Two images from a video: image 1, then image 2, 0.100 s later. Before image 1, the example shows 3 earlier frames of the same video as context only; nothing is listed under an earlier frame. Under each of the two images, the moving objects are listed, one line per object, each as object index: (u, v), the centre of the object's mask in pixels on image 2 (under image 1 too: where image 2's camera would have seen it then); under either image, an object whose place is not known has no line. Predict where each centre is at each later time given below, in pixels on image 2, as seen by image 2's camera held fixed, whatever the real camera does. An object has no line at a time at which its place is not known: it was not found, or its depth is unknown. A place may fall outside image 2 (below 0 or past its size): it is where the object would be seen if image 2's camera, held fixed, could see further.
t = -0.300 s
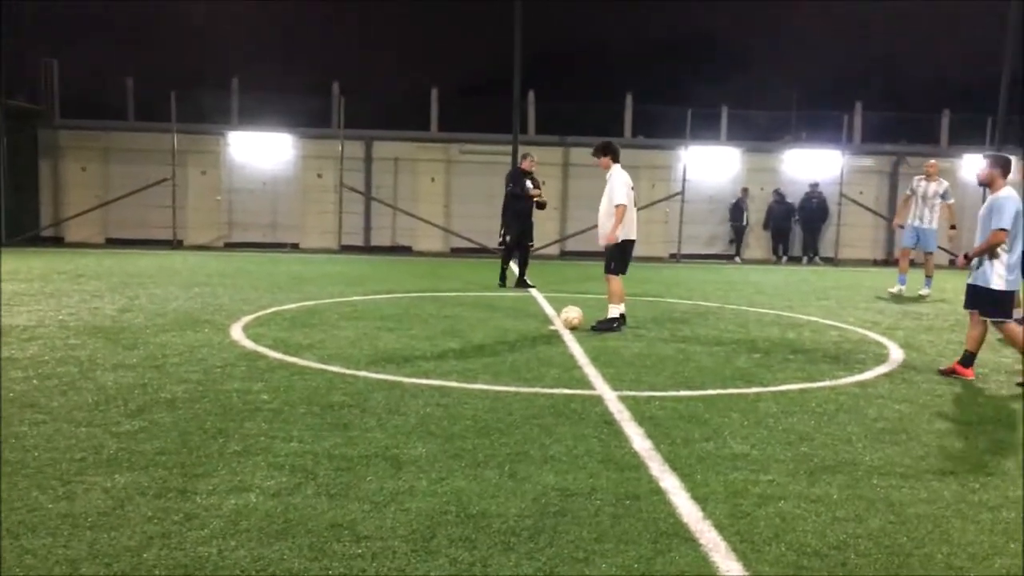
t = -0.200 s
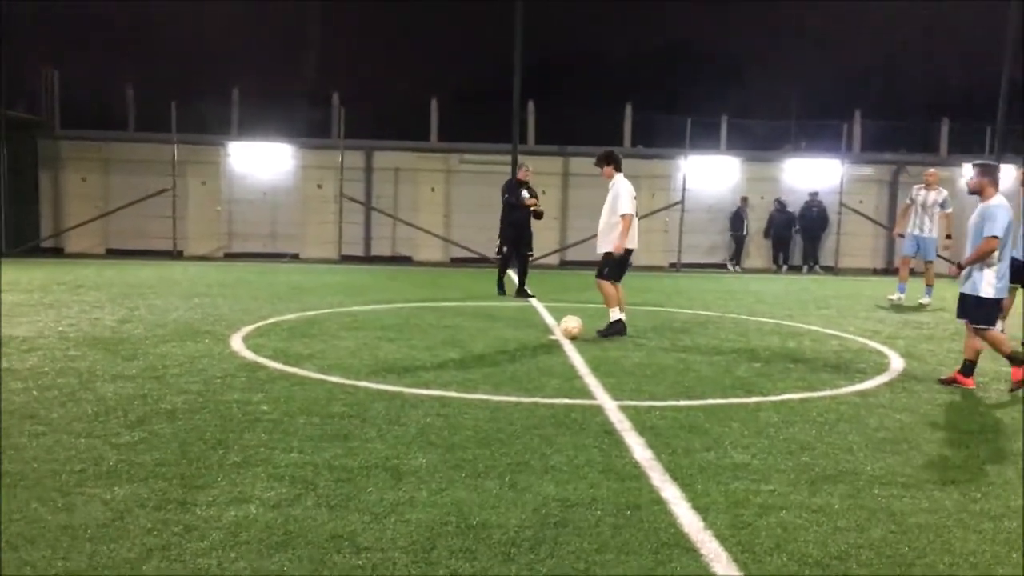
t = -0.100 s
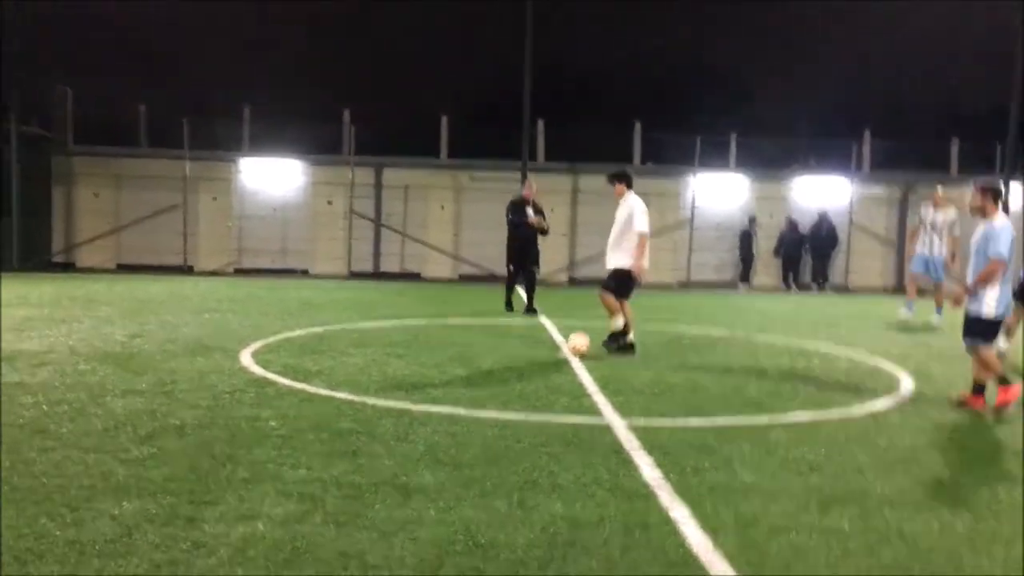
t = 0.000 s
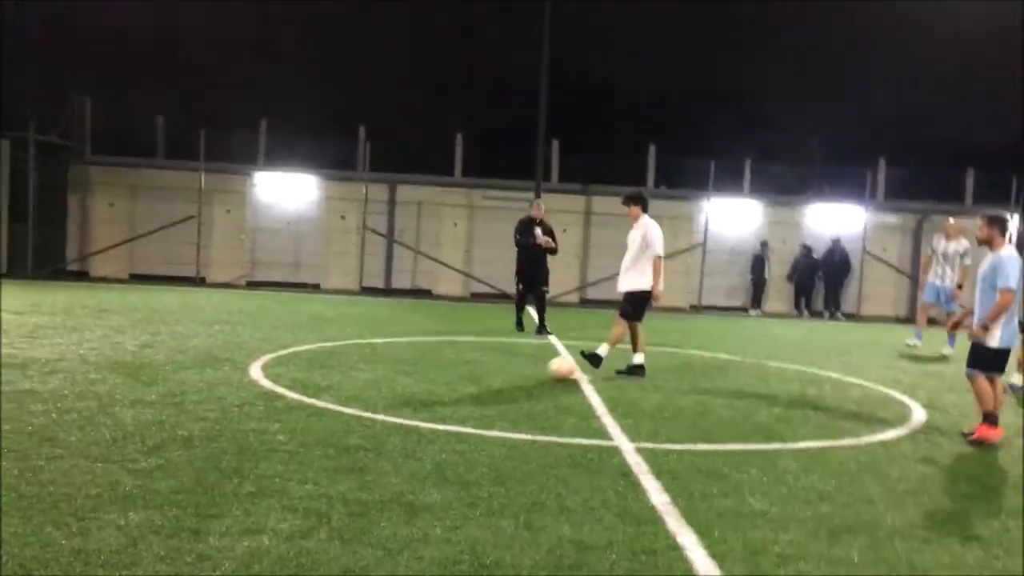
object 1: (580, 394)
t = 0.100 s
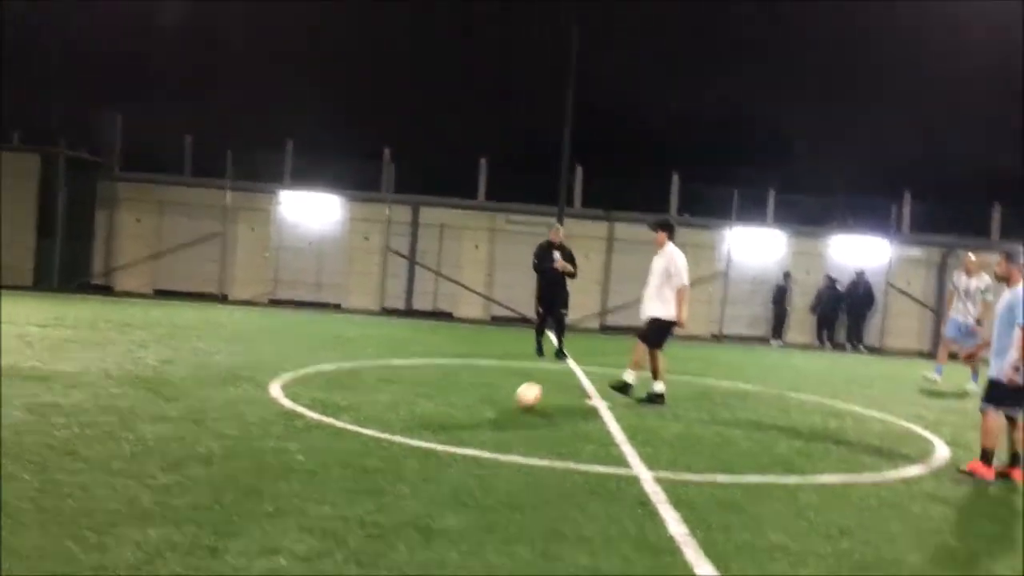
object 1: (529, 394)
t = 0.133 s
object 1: (510, 396)
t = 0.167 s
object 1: (492, 396)
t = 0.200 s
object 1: (475, 398)
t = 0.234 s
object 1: (456, 400)
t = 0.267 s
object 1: (438, 401)
